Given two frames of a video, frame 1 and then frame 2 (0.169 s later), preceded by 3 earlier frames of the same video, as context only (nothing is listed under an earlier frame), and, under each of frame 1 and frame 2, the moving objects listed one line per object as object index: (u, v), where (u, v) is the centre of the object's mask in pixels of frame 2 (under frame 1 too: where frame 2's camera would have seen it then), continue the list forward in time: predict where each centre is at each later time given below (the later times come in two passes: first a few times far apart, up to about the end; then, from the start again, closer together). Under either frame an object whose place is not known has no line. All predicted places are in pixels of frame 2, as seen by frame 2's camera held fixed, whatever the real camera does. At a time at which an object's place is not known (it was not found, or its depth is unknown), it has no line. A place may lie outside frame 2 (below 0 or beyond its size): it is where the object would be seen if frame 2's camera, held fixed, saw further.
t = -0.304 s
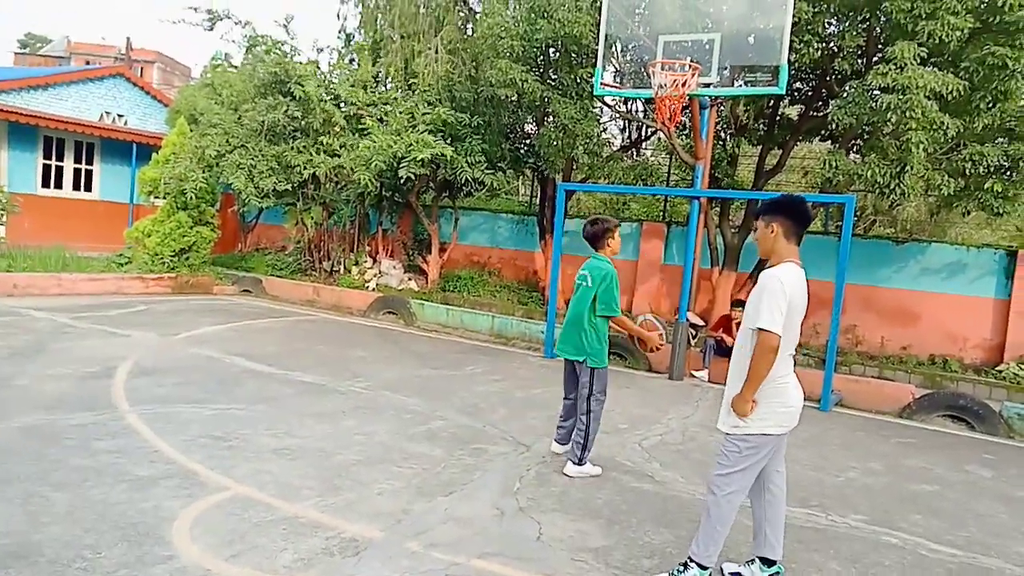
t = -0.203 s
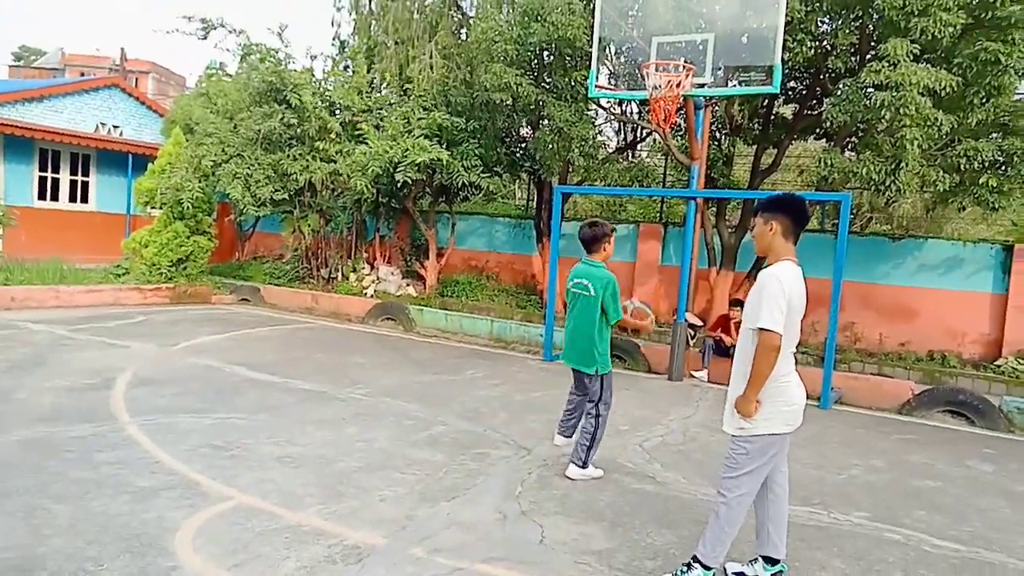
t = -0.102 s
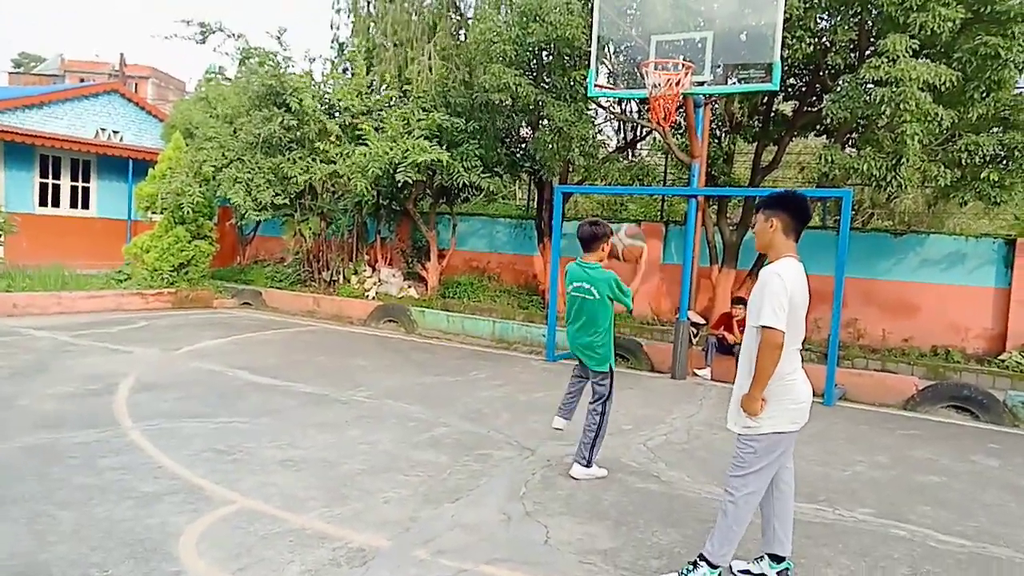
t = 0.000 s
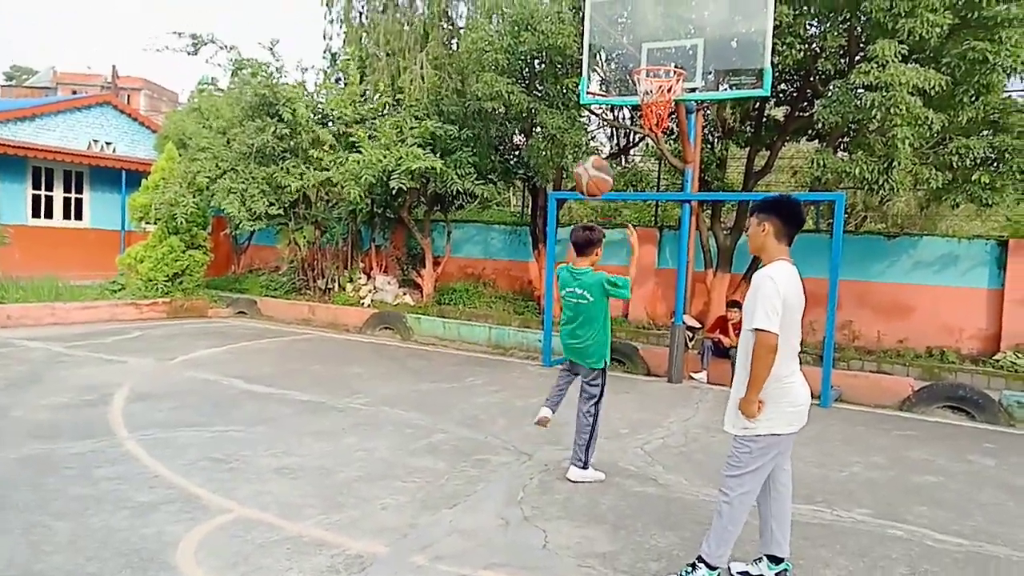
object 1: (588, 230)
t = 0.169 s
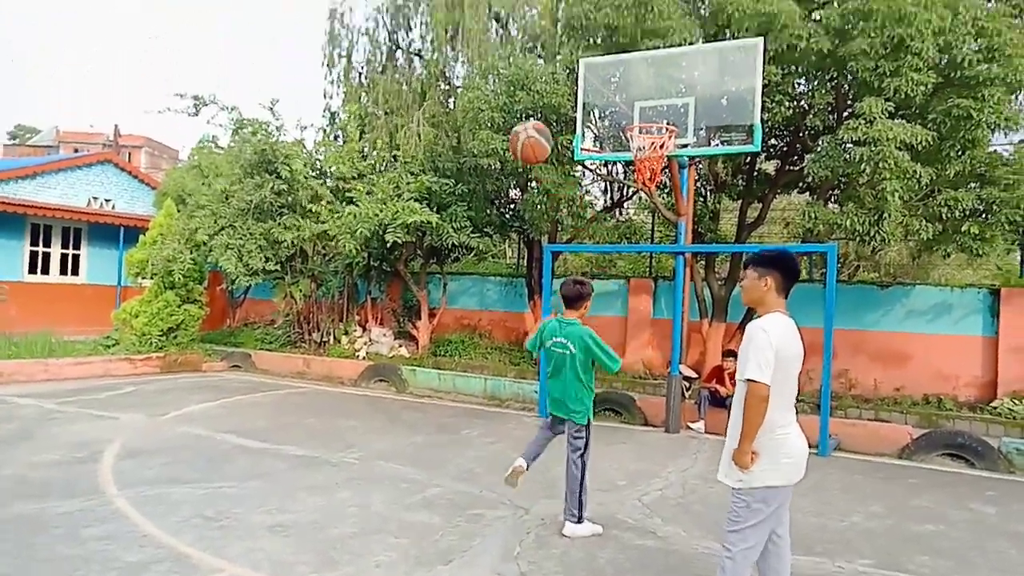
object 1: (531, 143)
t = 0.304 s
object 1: (477, 99)
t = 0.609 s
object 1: (310, 124)
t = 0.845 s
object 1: (118, 313)
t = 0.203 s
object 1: (518, 130)
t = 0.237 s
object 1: (505, 118)
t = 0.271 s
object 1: (490, 108)
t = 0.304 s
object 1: (477, 99)
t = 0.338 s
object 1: (460, 93)
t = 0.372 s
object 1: (444, 88)
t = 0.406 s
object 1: (429, 85)
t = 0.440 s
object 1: (410, 87)
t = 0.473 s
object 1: (392, 87)
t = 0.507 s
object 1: (373, 93)
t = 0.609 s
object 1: (310, 124)
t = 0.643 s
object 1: (286, 140)
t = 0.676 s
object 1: (262, 159)
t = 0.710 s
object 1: (237, 182)
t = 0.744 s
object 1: (209, 208)
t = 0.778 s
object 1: (181, 239)
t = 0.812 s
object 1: (150, 273)
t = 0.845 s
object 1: (118, 313)
